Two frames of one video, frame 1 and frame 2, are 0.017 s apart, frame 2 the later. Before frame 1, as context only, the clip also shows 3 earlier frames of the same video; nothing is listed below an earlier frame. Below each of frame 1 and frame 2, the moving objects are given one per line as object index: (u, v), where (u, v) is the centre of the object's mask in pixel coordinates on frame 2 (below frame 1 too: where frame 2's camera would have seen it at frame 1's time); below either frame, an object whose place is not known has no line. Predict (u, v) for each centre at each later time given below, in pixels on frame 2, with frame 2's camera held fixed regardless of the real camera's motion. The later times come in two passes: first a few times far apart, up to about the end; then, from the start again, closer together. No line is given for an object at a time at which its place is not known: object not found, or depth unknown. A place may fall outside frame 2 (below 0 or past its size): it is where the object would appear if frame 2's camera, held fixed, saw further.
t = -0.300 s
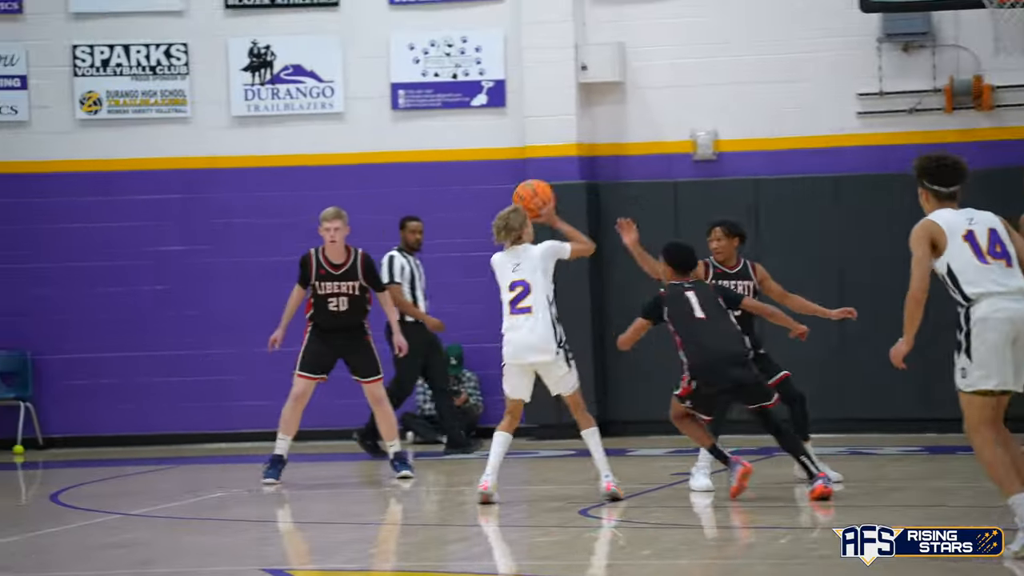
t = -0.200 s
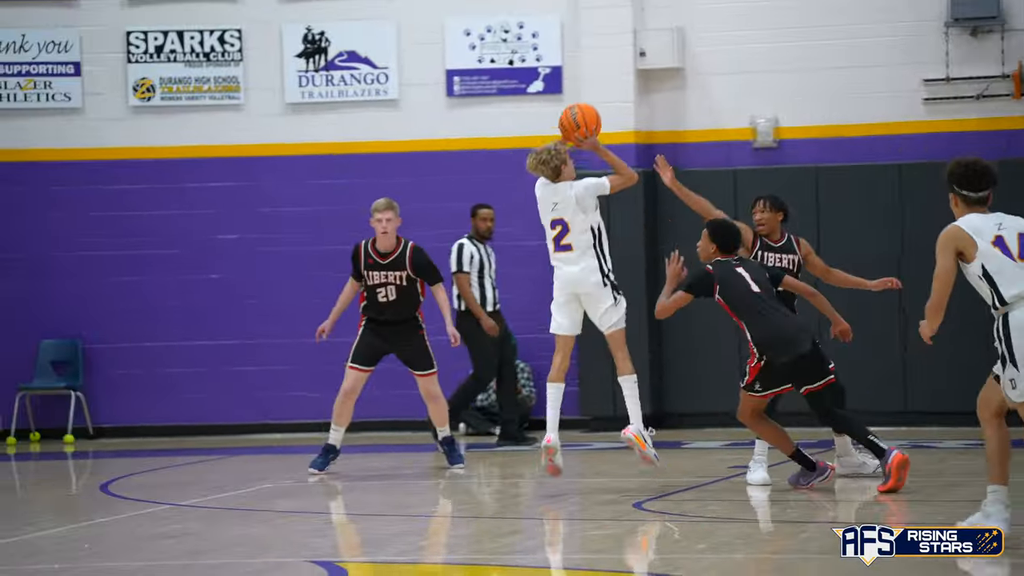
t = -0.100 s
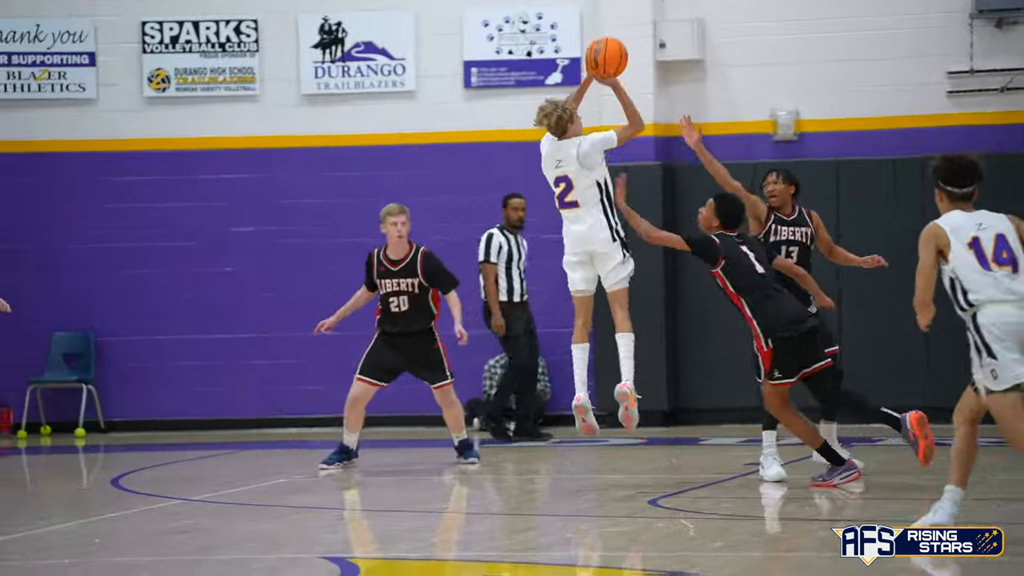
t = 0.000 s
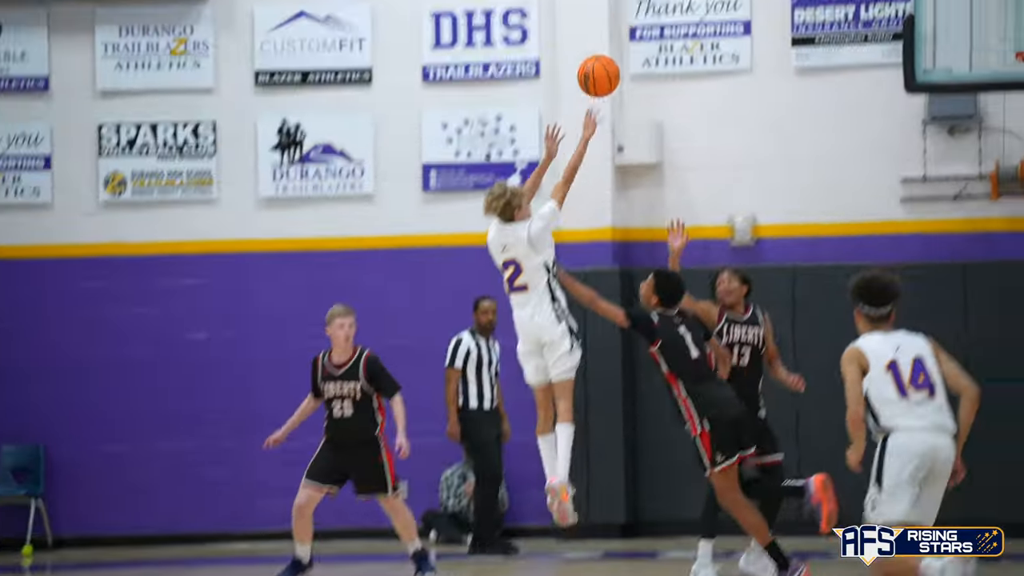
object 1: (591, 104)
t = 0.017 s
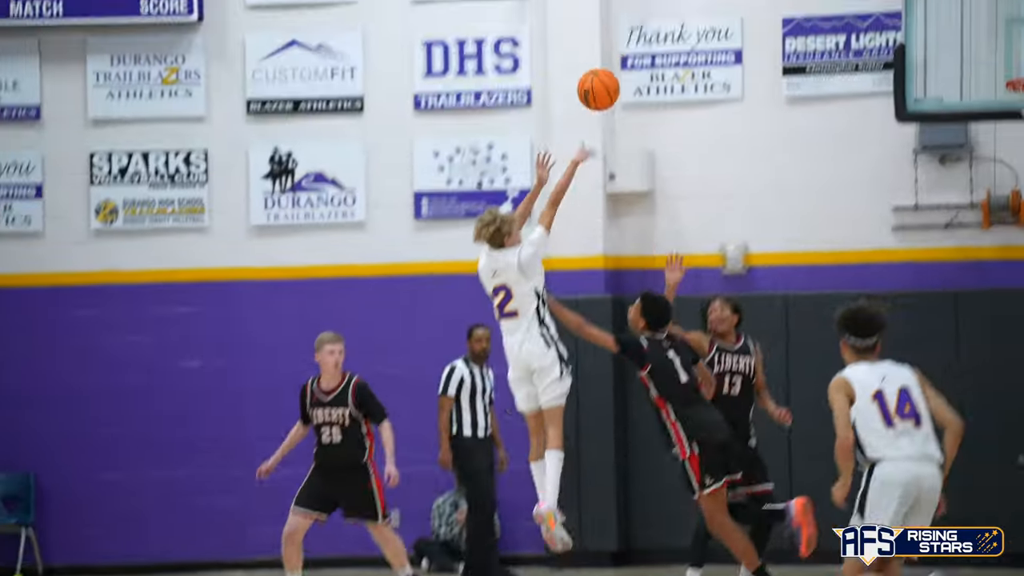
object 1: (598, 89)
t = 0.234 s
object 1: (705, -56)
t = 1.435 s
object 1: (991, 173)
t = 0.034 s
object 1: (606, 75)
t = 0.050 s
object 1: (614, 61)
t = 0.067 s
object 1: (622, 48)
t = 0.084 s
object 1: (630, 35)
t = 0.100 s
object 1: (639, 23)
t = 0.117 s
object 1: (647, 11)
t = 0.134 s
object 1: (655, -1)
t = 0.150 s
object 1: (664, -11)
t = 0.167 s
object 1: (672, -21)
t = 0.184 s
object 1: (680, -31)
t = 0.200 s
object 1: (689, -39)
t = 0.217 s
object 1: (697, -48)
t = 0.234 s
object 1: (705, -56)
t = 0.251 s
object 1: (714, -64)
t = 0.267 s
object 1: (722, -71)
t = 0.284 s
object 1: (730, -78)
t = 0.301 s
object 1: (738, -84)
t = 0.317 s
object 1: (746, -90)
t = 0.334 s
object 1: (755, -95)
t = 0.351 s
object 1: (763, -100)
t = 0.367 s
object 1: (771, -104)
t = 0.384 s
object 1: (780, -108)
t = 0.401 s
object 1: (788, -111)
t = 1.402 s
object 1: (993, 162)
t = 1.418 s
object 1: (992, 168)
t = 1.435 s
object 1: (991, 173)
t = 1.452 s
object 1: (990, 179)
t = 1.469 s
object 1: (990, 185)
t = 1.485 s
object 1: (989, 192)
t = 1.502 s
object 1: (989, 198)
